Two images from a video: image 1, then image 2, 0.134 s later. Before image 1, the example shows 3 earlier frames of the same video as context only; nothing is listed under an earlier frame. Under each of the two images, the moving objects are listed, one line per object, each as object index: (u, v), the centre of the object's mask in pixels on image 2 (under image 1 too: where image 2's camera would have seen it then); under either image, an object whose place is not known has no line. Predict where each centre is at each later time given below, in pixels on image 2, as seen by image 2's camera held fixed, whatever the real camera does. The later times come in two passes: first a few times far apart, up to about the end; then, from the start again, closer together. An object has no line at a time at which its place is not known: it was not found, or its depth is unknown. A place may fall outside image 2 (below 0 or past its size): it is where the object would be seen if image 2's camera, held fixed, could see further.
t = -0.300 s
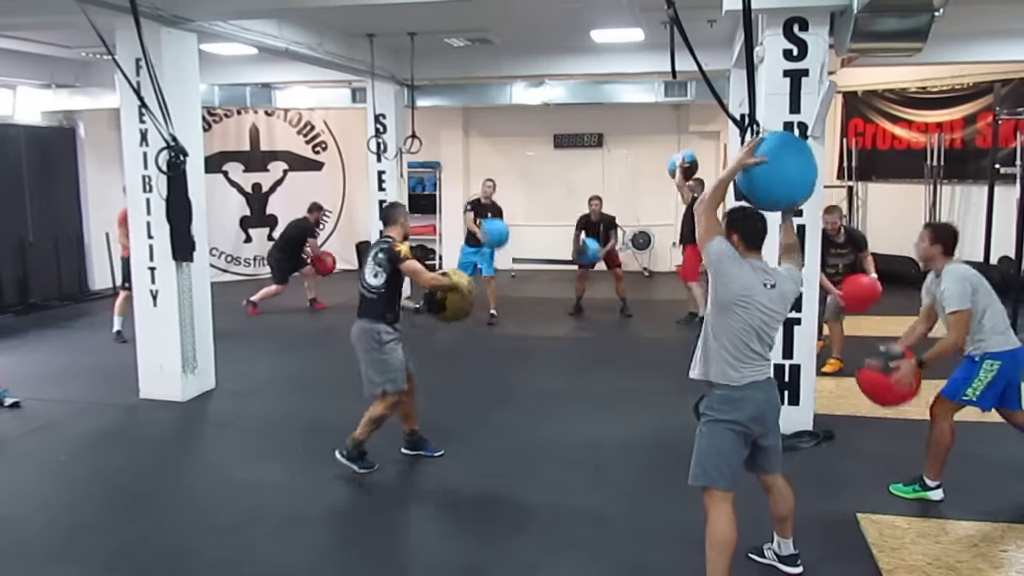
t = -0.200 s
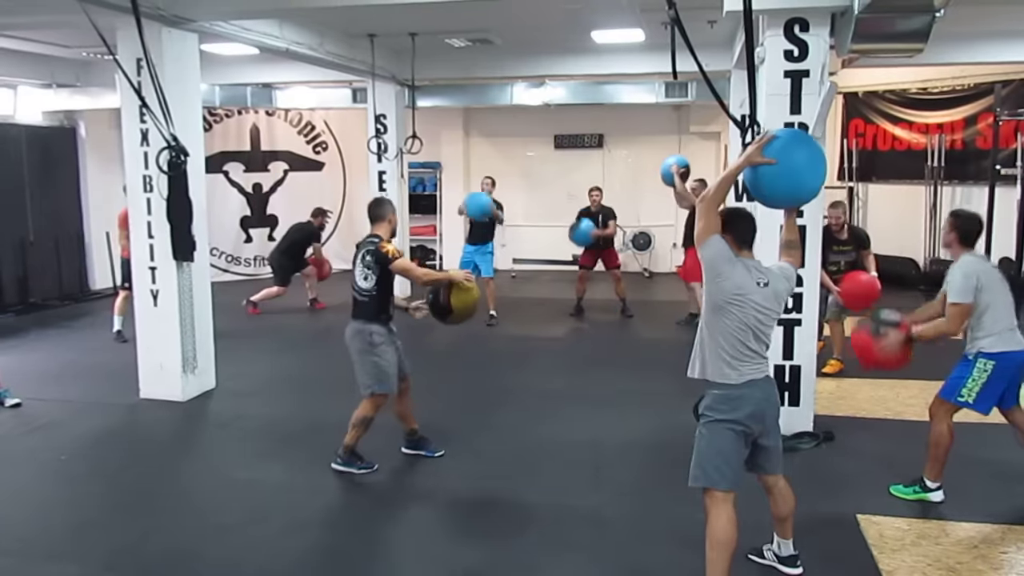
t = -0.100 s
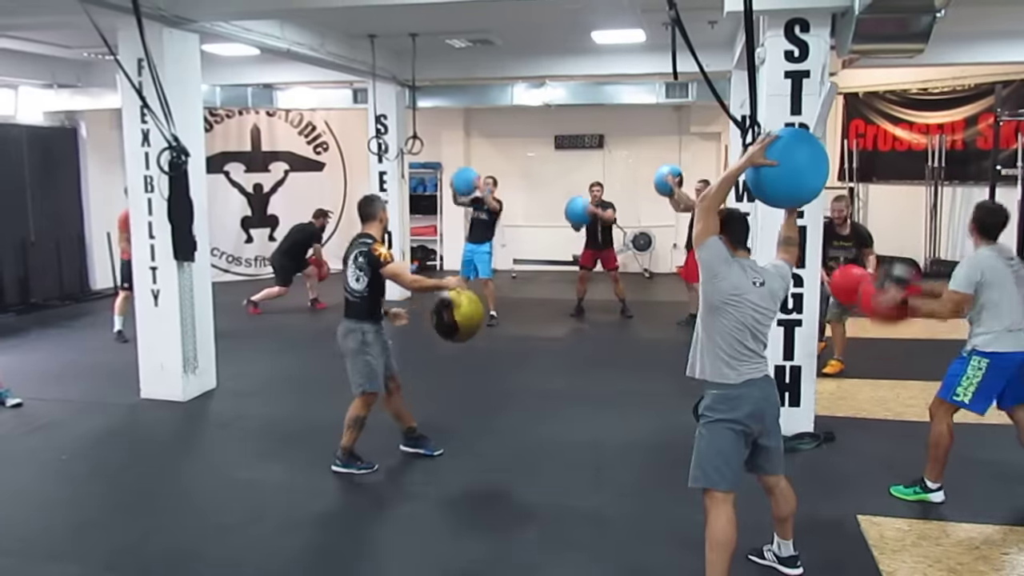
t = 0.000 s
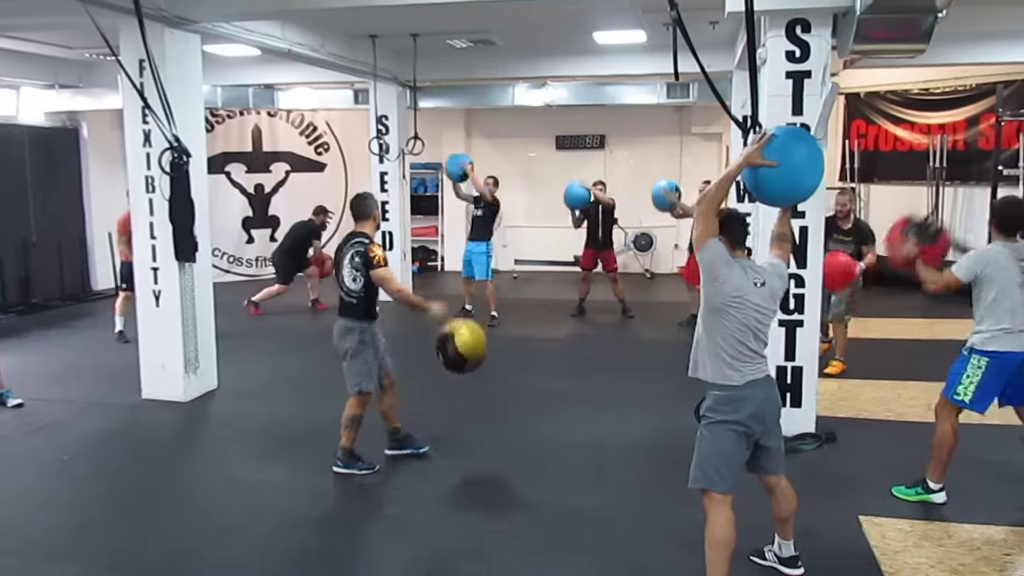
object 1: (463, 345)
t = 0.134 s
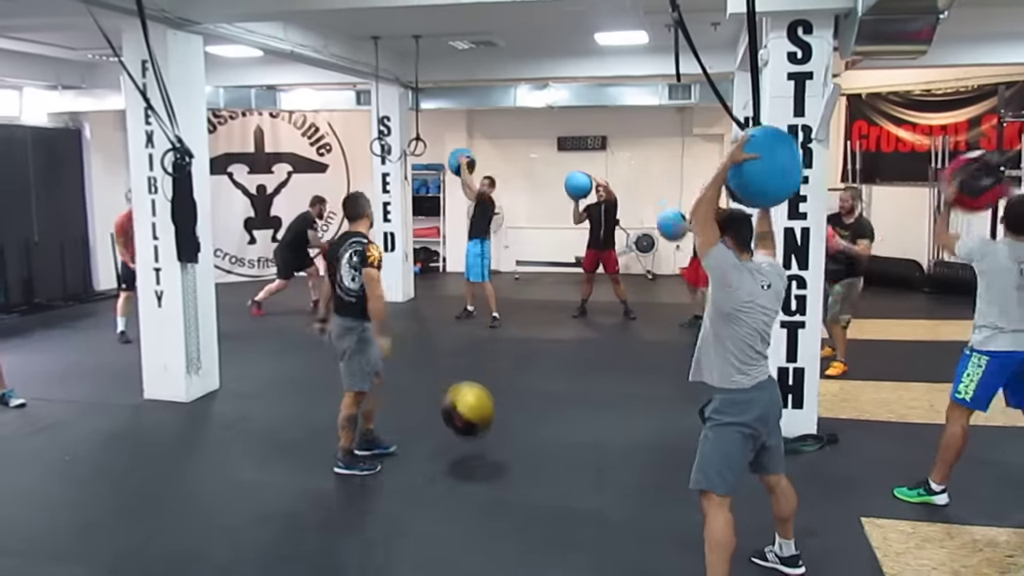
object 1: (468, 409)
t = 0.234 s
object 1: (468, 428)
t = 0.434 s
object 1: (460, 415)
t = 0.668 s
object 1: (451, 435)
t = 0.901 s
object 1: (442, 440)
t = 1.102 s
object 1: (437, 441)
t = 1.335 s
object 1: (437, 441)
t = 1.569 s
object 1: (439, 441)
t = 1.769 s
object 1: (439, 441)
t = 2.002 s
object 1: (439, 439)
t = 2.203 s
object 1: (439, 439)
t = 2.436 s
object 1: (439, 439)
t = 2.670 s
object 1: (439, 440)
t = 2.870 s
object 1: (439, 440)
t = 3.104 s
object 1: (439, 440)
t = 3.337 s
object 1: (439, 440)
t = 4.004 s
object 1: (439, 440)
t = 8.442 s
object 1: (438, 441)
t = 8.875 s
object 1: (439, 440)
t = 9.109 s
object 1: (439, 441)
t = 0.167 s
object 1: (470, 431)
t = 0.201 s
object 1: (469, 434)
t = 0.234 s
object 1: (468, 428)
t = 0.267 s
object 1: (466, 421)
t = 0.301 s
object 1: (465, 417)
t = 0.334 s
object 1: (463, 414)
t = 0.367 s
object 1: (462, 413)
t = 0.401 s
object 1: (461, 413)
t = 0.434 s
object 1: (460, 415)
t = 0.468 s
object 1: (459, 418)
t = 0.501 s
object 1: (458, 423)
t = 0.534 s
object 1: (456, 429)
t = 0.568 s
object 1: (455, 438)
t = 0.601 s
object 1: (454, 439)
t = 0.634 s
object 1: (453, 437)
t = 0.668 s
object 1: (451, 435)
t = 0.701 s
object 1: (450, 435)
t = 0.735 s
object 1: (448, 436)
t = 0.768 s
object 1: (447, 440)
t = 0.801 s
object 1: (445, 440)
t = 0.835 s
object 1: (444, 440)
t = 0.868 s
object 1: (443, 440)
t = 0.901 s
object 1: (442, 440)
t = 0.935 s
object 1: (441, 440)
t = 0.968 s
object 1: (440, 440)
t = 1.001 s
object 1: (439, 440)
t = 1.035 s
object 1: (438, 440)
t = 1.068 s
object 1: (437, 440)
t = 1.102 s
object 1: (437, 441)
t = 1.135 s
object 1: (436, 441)
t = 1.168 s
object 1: (436, 441)
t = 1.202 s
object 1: (436, 441)
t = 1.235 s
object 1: (437, 441)
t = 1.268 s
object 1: (437, 441)
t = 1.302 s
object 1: (437, 441)
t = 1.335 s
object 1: (437, 441)
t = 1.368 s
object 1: (438, 441)
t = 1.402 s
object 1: (438, 441)
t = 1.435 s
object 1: (438, 441)
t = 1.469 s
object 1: (439, 441)
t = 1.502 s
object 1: (439, 441)
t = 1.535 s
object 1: (439, 441)
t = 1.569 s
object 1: (439, 441)
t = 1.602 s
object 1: (439, 441)
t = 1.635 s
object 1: (439, 441)
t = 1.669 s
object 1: (439, 441)
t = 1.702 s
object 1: (439, 441)
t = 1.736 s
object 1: (440, 441)
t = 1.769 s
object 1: (439, 441)
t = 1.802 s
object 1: (439, 441)
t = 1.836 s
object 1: (439, 441)
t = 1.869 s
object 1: (439, 441)
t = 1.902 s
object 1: (439, 441)
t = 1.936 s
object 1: (439, 441)
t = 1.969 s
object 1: (439, 441)
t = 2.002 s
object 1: (439, 439)
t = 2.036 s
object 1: (439, 441)
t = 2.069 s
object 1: (439, 439)
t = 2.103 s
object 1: (439, 439)
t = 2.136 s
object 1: (439, 439)
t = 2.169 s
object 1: (439, 440)
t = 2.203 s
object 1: (439, 439)
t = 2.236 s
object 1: (439, 439)
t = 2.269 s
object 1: (439, 440)
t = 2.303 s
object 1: (439, 440)
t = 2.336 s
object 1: (439, 440)
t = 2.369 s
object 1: (439, 440)
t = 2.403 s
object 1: (439, 438)
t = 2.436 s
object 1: (439, 439)
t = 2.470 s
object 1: (439, 440)
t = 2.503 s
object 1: (439, 440)
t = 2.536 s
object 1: (439, 440)
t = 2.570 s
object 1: (439, 440)
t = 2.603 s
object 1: (439, 440)
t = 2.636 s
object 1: (439, 440)
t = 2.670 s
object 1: (439, 440)
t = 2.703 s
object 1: (440, 440)
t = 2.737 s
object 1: (440, 440)
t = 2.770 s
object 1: (440, 440)
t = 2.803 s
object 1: (439, 440)
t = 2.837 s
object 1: (439, 440)
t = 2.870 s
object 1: (439, 440)
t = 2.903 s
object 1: (439, 440)
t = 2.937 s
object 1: (439, 440)
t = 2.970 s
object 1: (439, 440)
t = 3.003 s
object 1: (439, 440)
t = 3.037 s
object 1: (439, 440)
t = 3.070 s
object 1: (439, 440)
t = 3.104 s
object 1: (439, 440)
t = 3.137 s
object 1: (439, 440)
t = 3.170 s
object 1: (439, 440)
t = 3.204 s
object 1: (439, 440)
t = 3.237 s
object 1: (439, 440)
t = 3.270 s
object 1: (439, 440)
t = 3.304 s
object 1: (439, 440)
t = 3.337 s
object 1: (439, 440)
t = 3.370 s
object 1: (439, 440)
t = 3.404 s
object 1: (439, 440)
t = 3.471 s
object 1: (439, 439)
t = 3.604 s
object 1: (439, 439)
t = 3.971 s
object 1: (439, 440)
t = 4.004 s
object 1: (439, 440)
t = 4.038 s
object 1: (439, 440)
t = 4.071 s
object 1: (439, 440)
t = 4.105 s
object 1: (439, 440)
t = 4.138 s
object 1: (439, 440)
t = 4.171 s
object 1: (439, 440)
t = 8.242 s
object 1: (438, 441)
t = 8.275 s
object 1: (438, 441)
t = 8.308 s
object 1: (438, 441)
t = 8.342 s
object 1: (438, 441)
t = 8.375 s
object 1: (438, 441)
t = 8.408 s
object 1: (438, 441)
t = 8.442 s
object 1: (438, 441)
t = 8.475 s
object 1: (438, 441)
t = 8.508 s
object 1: (438, 441)
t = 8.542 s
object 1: (438, 441)
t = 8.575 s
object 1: (438, 440)
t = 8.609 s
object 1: (438, 440)
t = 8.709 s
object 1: (438, 440)
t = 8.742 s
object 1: (439, 440)
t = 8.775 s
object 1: (439, 440)
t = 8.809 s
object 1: (438, 440)
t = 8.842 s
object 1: (439, 440)
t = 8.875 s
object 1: (439, 440)
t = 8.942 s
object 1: (438, 440)
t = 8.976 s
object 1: (438, 440)
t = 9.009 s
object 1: (438, 440)
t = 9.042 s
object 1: (439, 440)
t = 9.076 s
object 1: (439, 440)
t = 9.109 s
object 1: (439, 441)
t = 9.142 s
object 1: (438, 441)
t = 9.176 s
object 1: (438, 441)
